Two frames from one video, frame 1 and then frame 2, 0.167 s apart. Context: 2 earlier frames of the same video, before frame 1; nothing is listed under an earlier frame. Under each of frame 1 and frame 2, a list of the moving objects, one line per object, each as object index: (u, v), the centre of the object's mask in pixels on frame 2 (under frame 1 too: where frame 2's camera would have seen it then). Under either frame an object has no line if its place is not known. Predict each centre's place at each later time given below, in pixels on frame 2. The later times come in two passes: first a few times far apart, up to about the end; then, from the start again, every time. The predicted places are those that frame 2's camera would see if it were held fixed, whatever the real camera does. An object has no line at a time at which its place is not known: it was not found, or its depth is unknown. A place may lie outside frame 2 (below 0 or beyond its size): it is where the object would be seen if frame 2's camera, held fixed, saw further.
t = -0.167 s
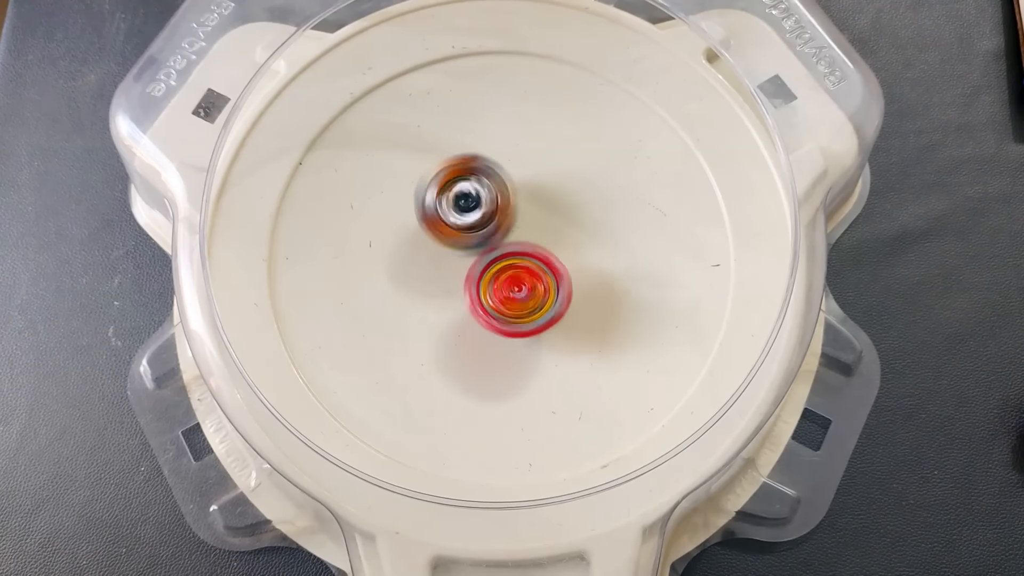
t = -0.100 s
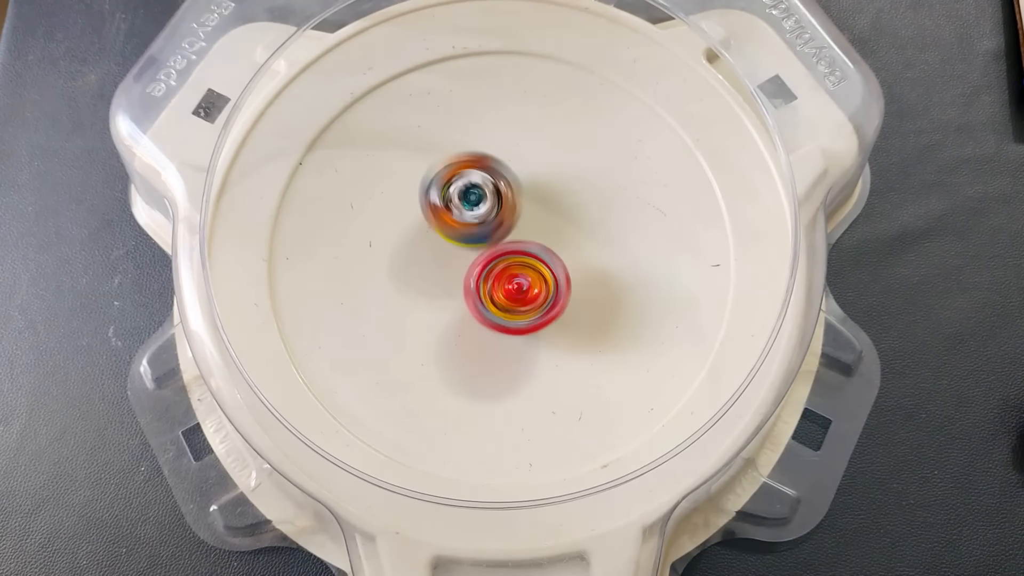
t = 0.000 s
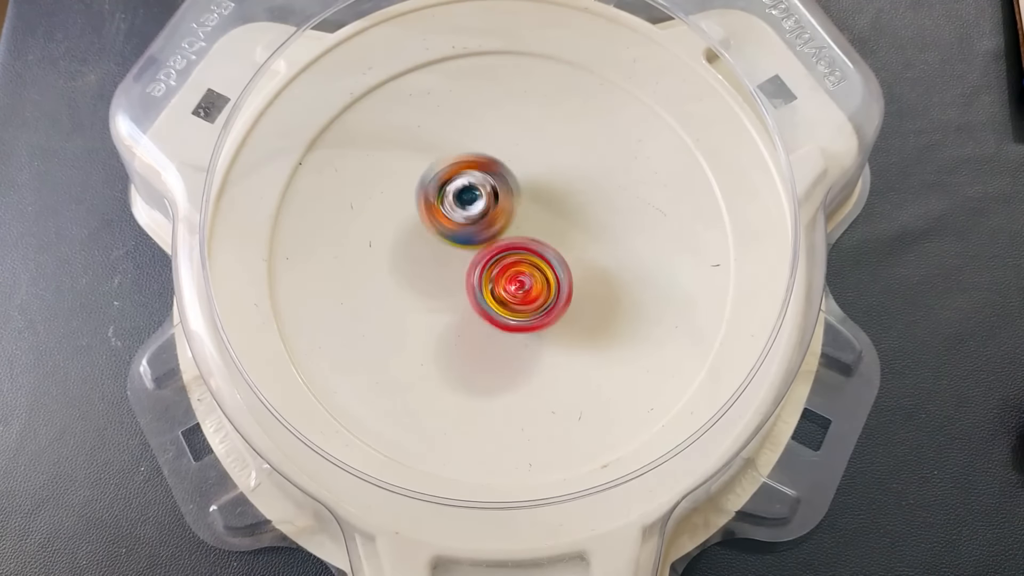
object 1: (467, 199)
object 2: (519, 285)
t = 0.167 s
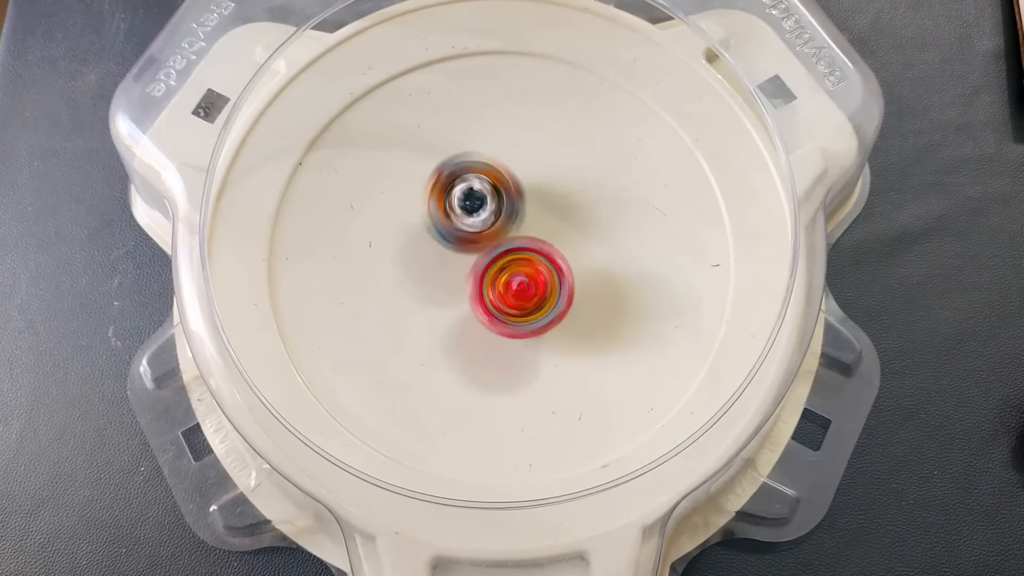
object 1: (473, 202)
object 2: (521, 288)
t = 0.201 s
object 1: (475, 202)
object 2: (522, 289)
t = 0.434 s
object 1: (475, 200)
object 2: (523, 289)
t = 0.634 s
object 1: (474, 202)
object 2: (515, 293)
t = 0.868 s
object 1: (457, 210)
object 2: (510, 300)
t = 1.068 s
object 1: (457, 215)
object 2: (517, 302)
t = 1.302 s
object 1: (463, 209)
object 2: (513, 306)
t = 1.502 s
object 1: (472, 192)
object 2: (505, 292)
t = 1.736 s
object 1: (465, 191)
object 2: (513, 312)
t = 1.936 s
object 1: (460, 219)
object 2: (529, 292)
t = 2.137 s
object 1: (452, 263)
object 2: (564, 279)
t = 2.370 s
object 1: (450, 265)
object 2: (581, 256)
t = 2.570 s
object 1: (450, 239)
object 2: (579, 258)
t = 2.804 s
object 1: (450, 240)
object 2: (572, 271)
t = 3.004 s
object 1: (453, 260)
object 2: (546, 285)
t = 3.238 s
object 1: (450, 255)
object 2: (532, 283)
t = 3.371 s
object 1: (450, 253)
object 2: (532, 283)
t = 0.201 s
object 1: (475, 202)
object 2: (522, 289)
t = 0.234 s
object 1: (477, 201)
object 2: (521, 292)
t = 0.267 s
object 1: (478, 200)
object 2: (519, 290)
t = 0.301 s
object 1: (476, 199)
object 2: (519, 291)
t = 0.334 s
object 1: (475, 200)
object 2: (519, 291)
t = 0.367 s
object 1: (475, 201)
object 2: (519, 288)
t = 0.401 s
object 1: (475, 200)
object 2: (521, 288)
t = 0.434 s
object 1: (475, 200)
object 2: (523, 289)
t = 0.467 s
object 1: (475, 200)
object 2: (522, 288)
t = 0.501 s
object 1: (474, 201)
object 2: (522, 289)
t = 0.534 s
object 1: (474, 201)
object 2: (522, 290)
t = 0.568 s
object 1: (474, 202)
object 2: (519, 289)
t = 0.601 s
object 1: (474, 202)
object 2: (520, 291)
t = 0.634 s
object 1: (474, 202)
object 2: (515, 293)
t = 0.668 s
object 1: (475, 203)
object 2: (513, 290)
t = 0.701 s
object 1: (475, 203)
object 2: (516, 296)
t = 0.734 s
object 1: (475, 206)
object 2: (513, 300)
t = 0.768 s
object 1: (475, 209)
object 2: (509, 299)
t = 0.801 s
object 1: (469, 206)
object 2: (510, 300)
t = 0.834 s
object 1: (462, 205)
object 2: (511, 300)
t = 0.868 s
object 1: (457, 210)
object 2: (510, 300)
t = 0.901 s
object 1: (455, 215)
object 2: (512, 298)
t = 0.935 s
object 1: (458, 216)
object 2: (514, 297)
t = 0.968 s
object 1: (461, 213)
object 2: (516, 298)
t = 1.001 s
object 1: (461, 212)
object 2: (517, 297)
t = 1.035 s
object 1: (457, 212)
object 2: (519, 301)
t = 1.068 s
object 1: (457, 215)
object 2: (517, 302)
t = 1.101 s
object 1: (459, 219)
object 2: (515, 301)
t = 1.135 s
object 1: (461, 219)
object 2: (518, 301)
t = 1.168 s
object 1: (463, 218)
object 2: (520, 307)
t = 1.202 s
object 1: (463, 220)
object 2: (517, 305)
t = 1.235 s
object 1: (464, 217)
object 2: (517, 305)
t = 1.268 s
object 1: (465, 210)
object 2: (515, 306)
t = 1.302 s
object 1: (463, 209)
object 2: (513, 306)
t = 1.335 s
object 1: (462, 209)
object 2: (511, 303)
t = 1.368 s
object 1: (468, 210)
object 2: (514, 297)
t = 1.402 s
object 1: (475, 210)
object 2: (512, 293)
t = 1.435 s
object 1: (477, 200)
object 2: (514, 295)
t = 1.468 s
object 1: (476, 193)
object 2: (508, 295)
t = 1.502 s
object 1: (472, 192)
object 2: (505, 292)
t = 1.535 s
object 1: (471, 193)
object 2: (501, 289)
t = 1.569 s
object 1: (472, 192)
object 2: (496, 289)
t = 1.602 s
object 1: (470, 185)
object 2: (501, 294)
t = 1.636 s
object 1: (468, 182)
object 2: (507, 303)
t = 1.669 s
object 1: (466, 183)
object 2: (509, 310)
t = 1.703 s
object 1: (466, 188)
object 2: (511, 312)
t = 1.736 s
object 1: (465, 191)
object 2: (513, 312)
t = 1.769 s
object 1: (463, 193)
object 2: (514, 310)
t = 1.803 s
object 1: (462, 197)
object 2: (515, 307)
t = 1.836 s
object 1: (459, 200)
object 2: (517, 303)
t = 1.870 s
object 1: (458, 206)
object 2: (520, 299)
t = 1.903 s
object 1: (460, 213)
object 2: (524, 295)
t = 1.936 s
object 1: (460, 219)
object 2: (529, 292)
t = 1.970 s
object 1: (460, 226)
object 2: (534, 289)
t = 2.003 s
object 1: (460, 233)
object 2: (538, 286)
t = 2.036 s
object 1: (460, 243)
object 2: (545, 285)
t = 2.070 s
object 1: (460, 252)
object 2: (551, 284)
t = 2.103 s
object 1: (457, 259)
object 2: (558, 282)
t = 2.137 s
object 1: (452, 263)
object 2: (564, 279)
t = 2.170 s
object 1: (449, 268)
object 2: (569, 275)
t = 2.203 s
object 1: (445, 271)
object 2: (574, 271)
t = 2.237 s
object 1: (442, 271)
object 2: (576, 267)
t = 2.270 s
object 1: (441, 270)
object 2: (578, 264)
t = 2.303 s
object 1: (442, 269)
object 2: (579, 261)
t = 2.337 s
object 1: (446, 268)
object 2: (580, 259)
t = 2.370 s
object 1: (450, 265)
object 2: (581, 256)
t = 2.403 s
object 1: (453, 261)
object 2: (580, 254)
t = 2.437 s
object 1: (453, 256)
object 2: (580, 253)
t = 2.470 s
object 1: (453, 251)
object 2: (580, 253)
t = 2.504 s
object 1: (453, 246)
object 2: (580, 255)
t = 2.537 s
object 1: (452, 242)
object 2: (580, 256)
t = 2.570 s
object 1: (450, 239)
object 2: (579, 258)
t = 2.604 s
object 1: (448, 238)
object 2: (579, 259)
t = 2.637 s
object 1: (446, 236)
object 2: (578, 261)
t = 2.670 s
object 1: (446, 236)
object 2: (578, 262)
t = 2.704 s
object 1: (446, 236)
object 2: (577, 264)
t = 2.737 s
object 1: (447, 237)
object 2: (576, 266)
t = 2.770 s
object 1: (448, 238)
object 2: (574, 268)
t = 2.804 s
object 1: (450, 240)
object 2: (572, 271)
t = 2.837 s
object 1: (452, 243)
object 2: (570, 274)
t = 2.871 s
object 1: (454, 247)
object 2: (566, 277)
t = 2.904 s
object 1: (454, 250)
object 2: (562, 279)
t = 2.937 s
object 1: (454, 254)
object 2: (557, 282)
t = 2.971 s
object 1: (454, 257)
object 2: (552, 284)
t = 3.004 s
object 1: (453, 260)
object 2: (546, 285)
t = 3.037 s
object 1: (451, 263)
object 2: (539, 285)
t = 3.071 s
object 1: (449, 264)
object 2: (534, 283)
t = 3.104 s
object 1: (448, 263)
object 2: (533, 283)
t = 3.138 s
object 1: (449, 261)
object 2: (532, 283)
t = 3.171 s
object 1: (450, 259)
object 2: (532, 283)
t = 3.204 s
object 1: (450, 257)
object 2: (532, 283)
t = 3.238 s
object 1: (450, 255)
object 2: (532, 283)
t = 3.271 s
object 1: (450, 254)
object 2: (532, 283)
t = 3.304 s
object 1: (450, 254)
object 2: (532, 283)
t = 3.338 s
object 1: (450, 253)
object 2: (532, 283)
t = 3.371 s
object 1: (450, 253)
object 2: (532, 283)
